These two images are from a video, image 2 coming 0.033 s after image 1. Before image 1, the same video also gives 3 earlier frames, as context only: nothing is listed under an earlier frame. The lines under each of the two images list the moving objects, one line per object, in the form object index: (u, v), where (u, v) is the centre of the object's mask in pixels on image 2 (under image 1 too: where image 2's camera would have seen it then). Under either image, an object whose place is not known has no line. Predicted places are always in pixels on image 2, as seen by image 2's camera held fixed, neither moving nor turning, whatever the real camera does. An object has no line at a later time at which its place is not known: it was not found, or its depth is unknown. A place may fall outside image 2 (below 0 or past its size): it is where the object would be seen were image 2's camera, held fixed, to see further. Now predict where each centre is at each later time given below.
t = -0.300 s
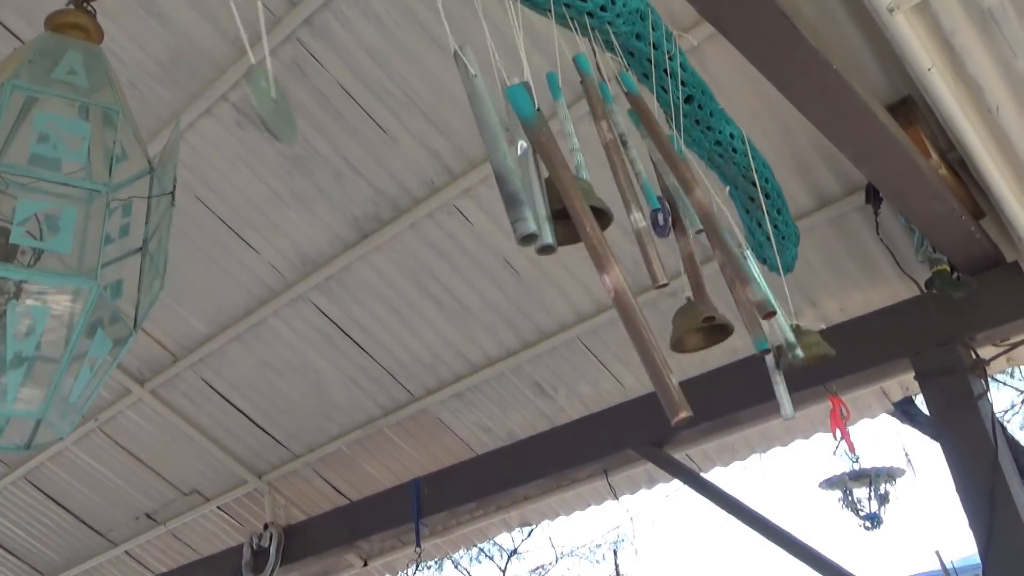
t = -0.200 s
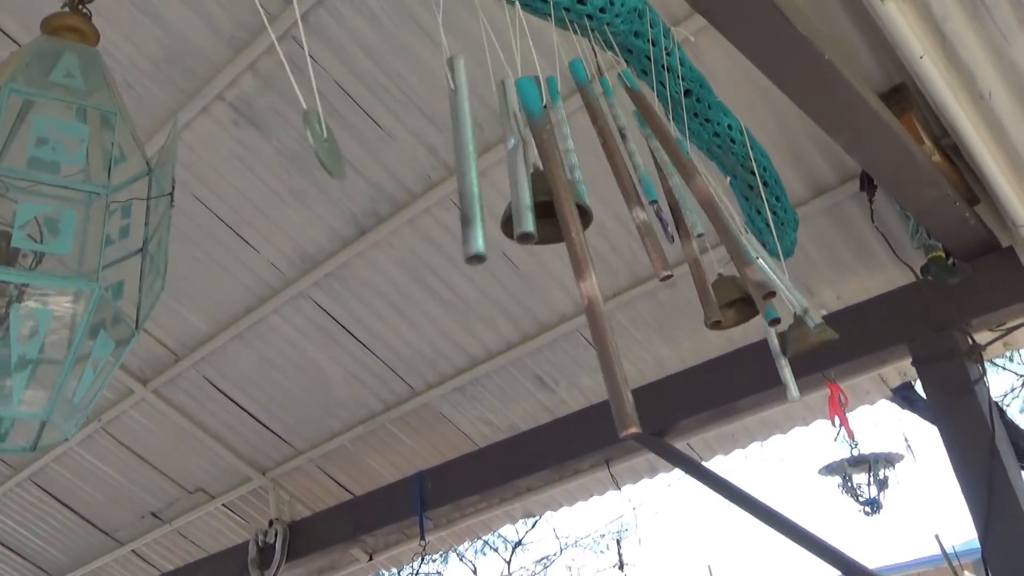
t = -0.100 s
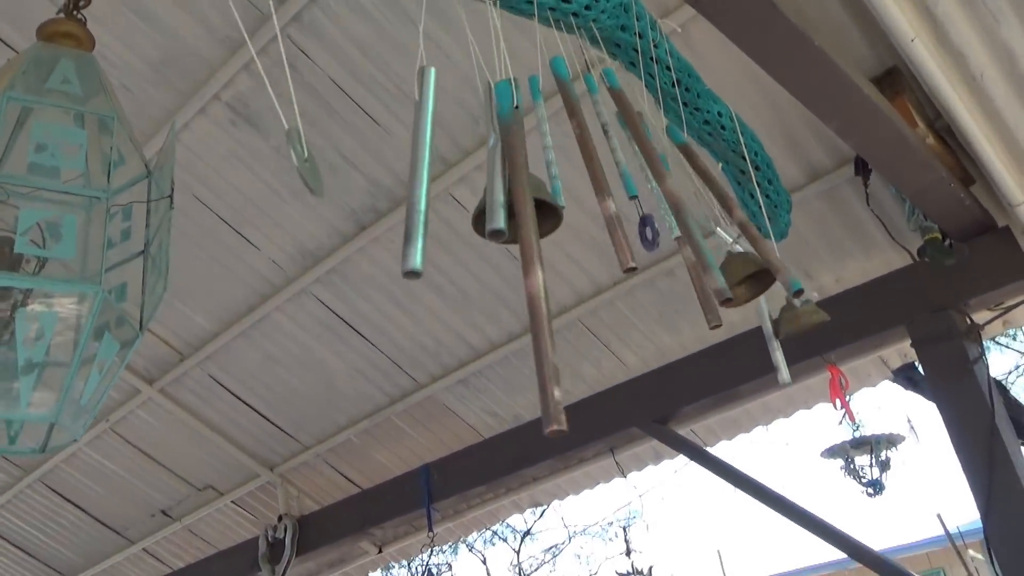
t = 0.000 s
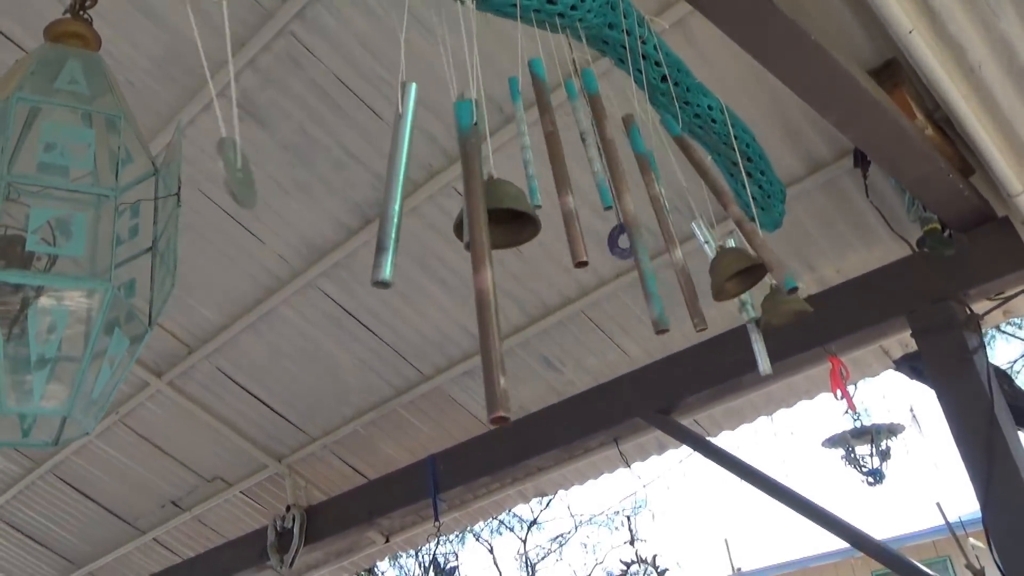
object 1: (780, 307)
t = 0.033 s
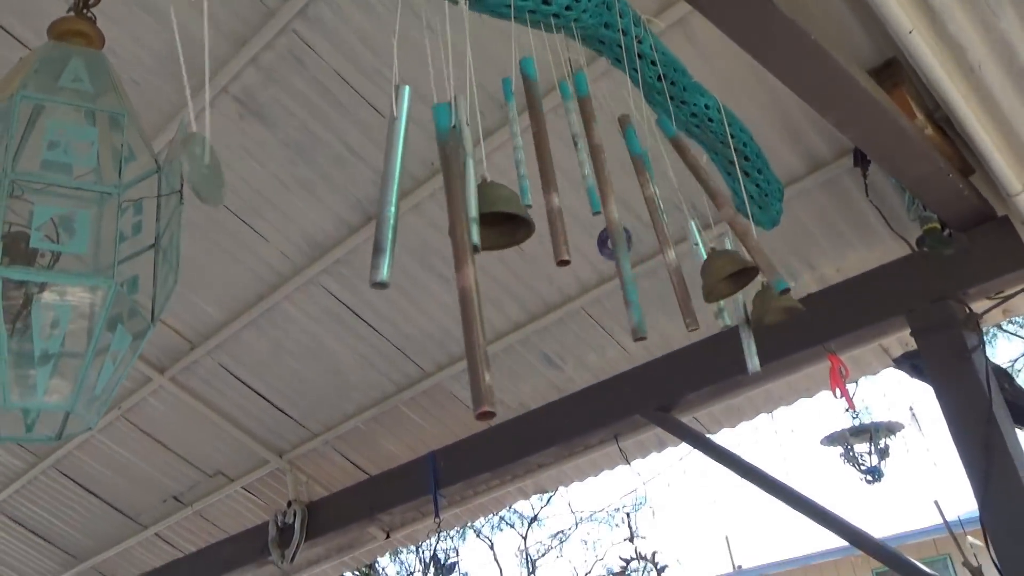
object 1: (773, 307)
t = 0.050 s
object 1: (768, 308)
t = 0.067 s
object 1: (763, 308)
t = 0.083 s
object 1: (758, 308)
